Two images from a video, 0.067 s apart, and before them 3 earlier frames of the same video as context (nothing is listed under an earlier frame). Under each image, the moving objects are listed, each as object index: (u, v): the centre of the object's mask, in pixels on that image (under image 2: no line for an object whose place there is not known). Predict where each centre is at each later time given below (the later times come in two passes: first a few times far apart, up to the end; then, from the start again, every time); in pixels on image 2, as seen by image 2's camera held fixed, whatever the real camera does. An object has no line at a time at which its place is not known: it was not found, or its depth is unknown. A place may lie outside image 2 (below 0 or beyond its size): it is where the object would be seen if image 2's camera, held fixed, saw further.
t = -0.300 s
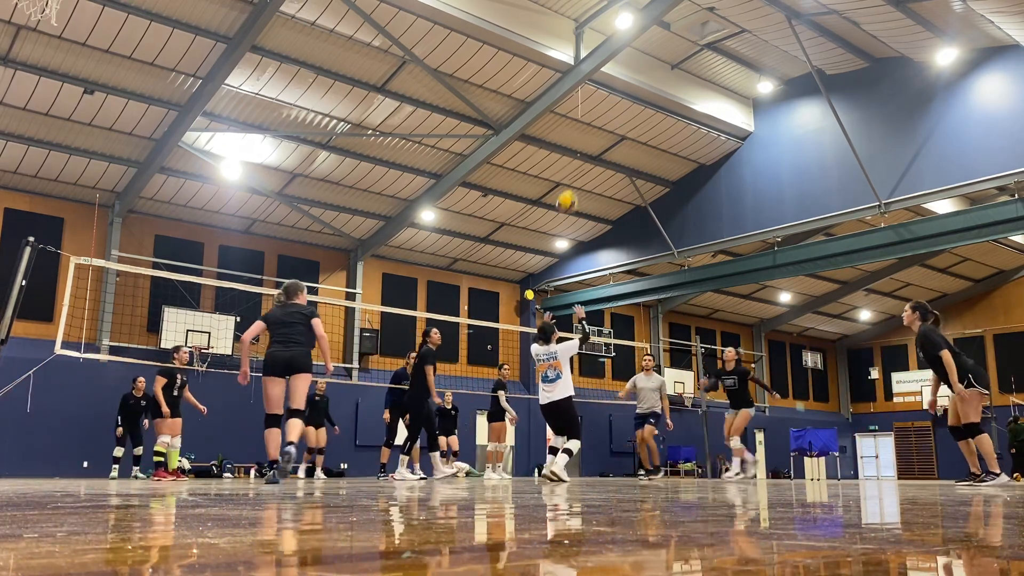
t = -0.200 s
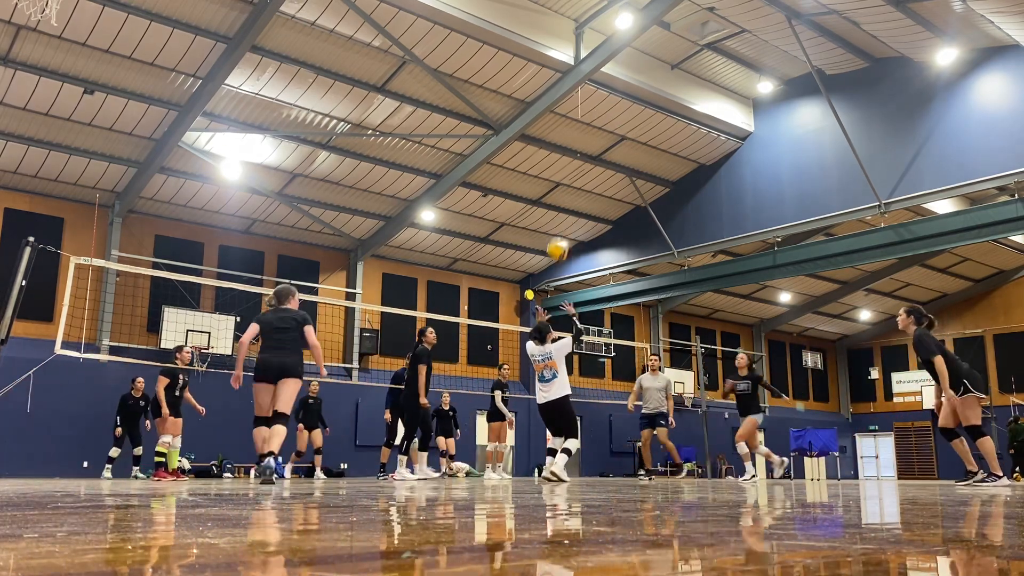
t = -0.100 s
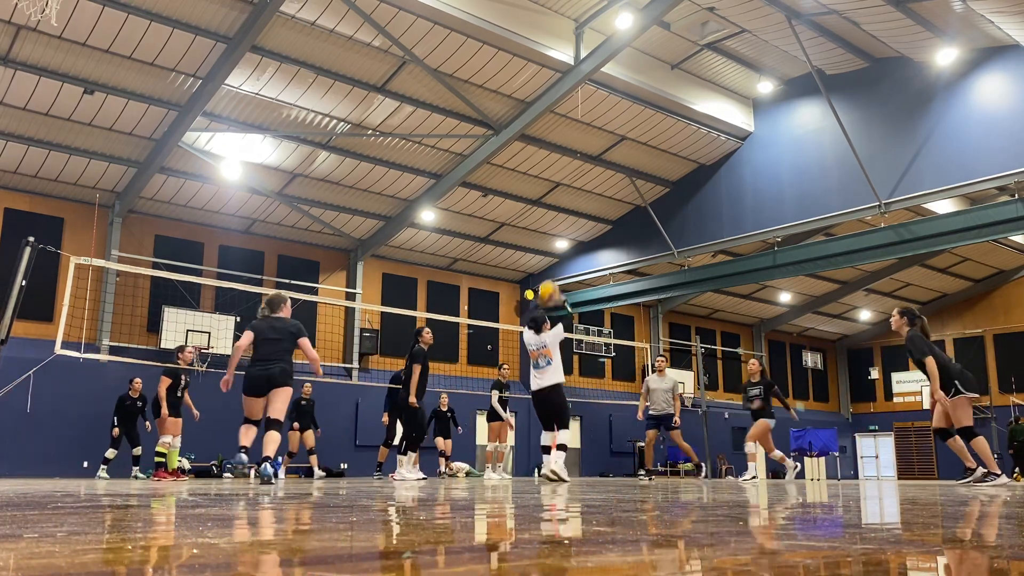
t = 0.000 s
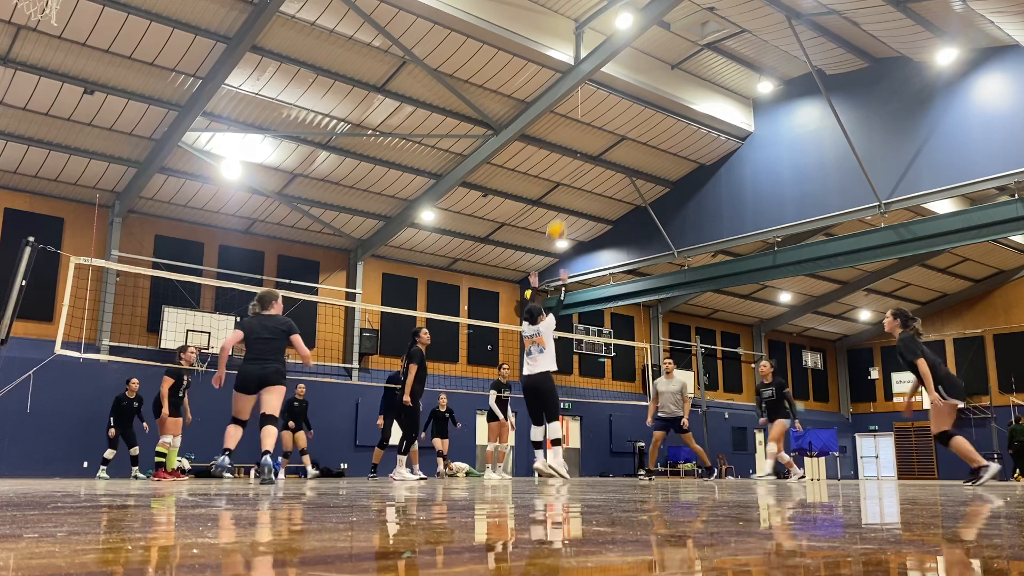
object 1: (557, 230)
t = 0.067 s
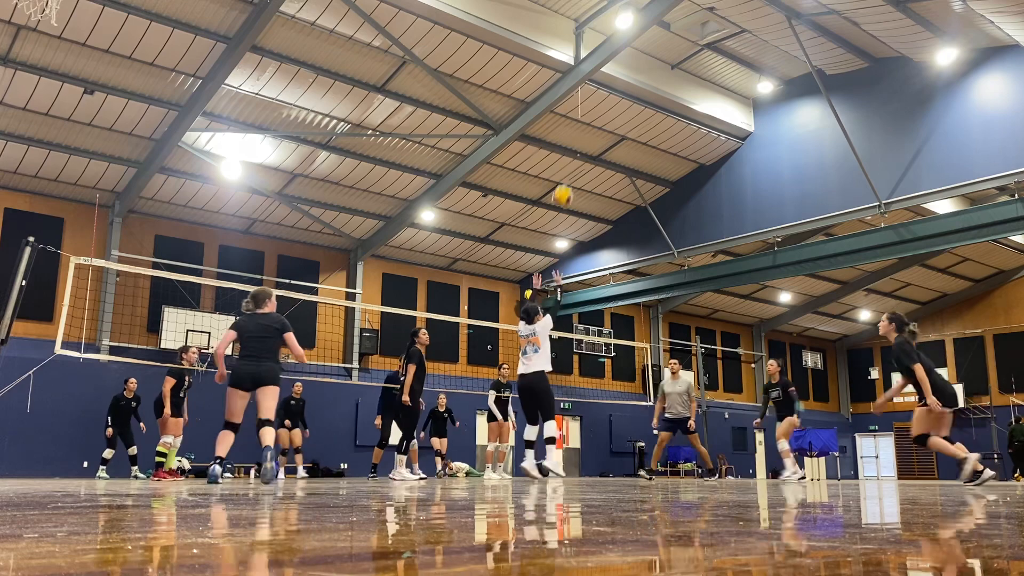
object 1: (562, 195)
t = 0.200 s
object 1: (573, 142)
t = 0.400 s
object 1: (589, 94)
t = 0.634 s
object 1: (606, 83)
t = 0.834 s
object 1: (620, 108)
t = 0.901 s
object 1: (624, 123)
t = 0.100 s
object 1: (565, 180)
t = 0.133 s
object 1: (568, 167)
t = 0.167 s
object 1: (571, 153)
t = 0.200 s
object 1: (573, 142)
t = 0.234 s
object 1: (576, 131)
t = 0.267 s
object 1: (579, 121)
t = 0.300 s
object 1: (582, 113)
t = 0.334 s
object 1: (584, 105)
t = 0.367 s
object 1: (587, 99)
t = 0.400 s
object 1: (589, 94)
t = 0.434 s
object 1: (592, 90)
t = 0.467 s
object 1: (595, 86)
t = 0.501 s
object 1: (597, 84)
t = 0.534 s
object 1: (599, 83)
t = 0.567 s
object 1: (602, 82)
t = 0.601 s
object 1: (604, 82)
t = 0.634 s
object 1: (606, 83)
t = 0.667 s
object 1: (609, 85)
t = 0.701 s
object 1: (611, 88)
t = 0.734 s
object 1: (613, 92)
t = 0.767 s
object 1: (615, 96)
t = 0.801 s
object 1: (618, 102)
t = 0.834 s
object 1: (620, 108)
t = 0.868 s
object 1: (622, 115)
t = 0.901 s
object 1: (624, 123)
